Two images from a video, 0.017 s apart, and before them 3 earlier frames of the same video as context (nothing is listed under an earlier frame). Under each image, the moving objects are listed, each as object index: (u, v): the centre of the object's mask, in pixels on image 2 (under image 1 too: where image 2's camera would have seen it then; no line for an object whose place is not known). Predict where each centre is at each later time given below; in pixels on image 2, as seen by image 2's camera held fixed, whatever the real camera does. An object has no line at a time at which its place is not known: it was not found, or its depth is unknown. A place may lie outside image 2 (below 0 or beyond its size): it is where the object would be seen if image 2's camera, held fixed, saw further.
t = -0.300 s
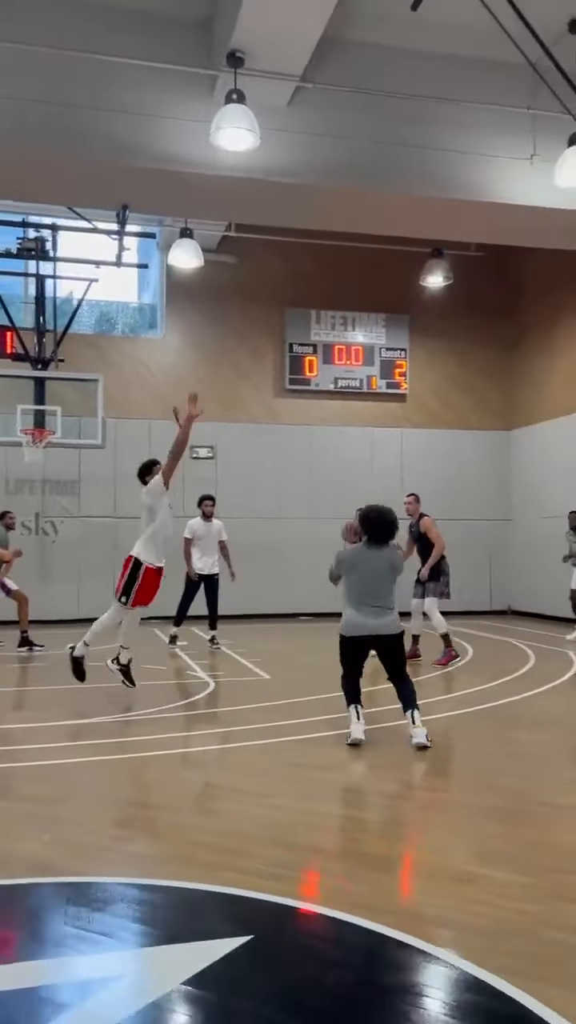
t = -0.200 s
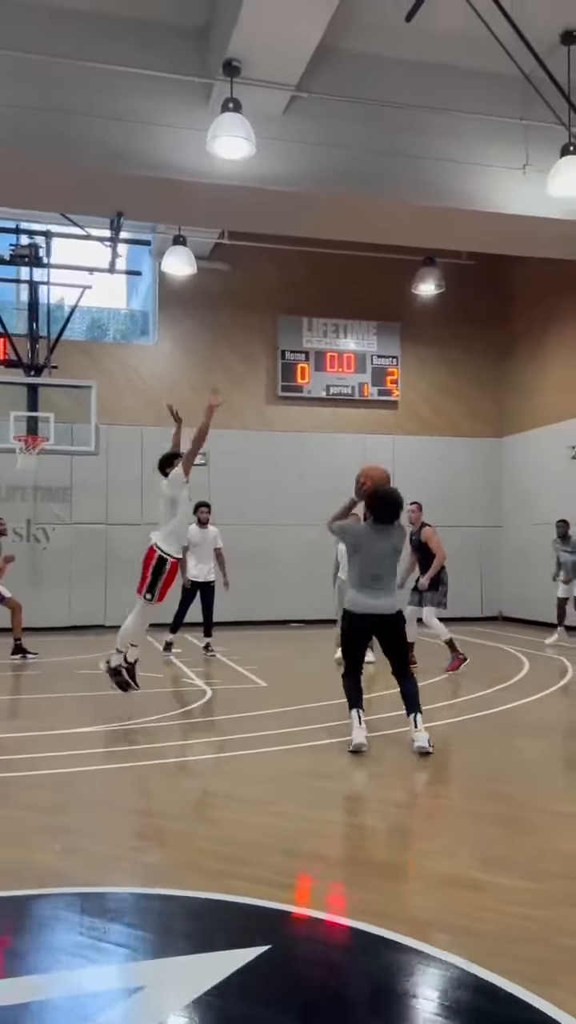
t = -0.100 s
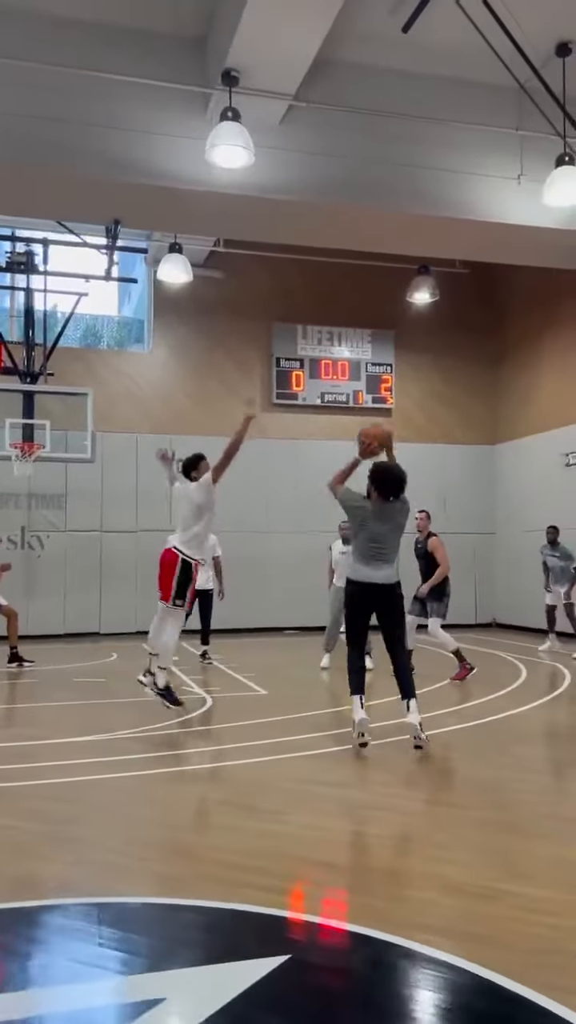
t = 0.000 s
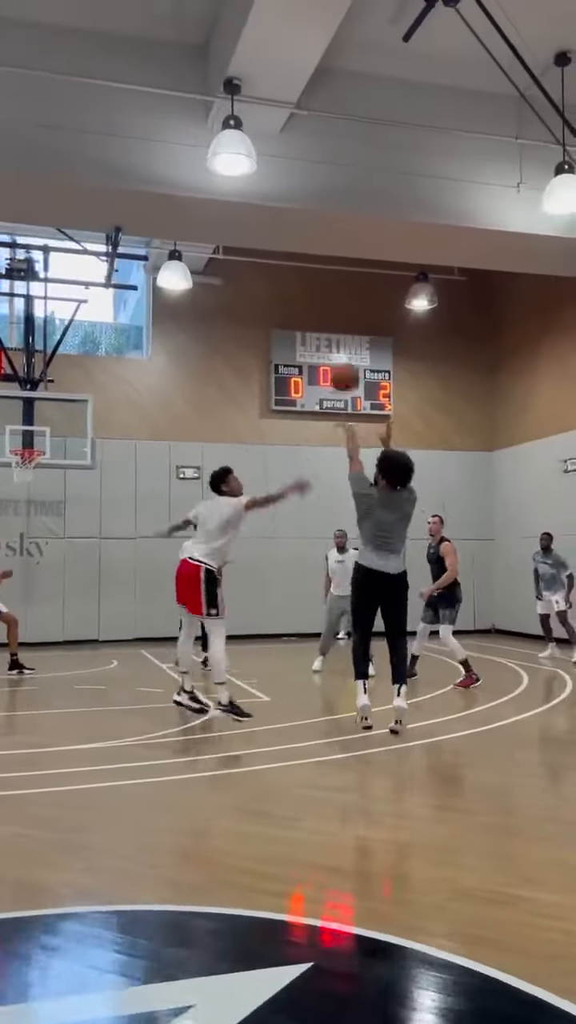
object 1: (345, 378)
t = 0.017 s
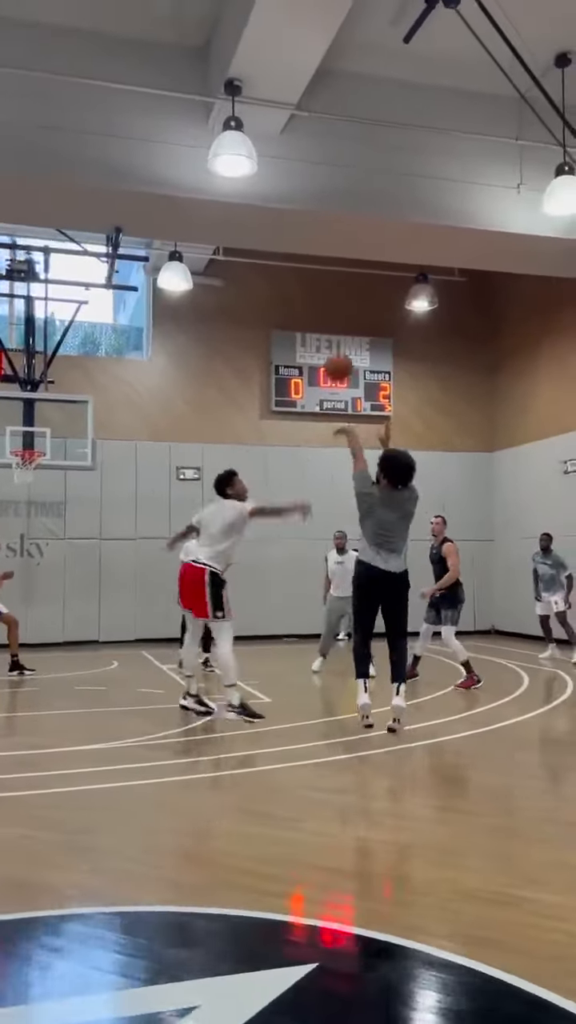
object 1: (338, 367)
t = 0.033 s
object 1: (331, 356)
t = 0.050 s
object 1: (324, 346)
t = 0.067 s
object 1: (317, 337)
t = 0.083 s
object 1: (310, 327)
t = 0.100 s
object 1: (304, 319)
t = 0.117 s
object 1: (300, 311)
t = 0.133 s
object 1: (294, 303)
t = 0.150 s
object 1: (289, 297)
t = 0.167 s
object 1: (284, 291)
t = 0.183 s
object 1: (279, 285)
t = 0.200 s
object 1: (274, 280)
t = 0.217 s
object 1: (271, 275)
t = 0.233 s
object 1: (266, 270)
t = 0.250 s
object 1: (261, 265)
